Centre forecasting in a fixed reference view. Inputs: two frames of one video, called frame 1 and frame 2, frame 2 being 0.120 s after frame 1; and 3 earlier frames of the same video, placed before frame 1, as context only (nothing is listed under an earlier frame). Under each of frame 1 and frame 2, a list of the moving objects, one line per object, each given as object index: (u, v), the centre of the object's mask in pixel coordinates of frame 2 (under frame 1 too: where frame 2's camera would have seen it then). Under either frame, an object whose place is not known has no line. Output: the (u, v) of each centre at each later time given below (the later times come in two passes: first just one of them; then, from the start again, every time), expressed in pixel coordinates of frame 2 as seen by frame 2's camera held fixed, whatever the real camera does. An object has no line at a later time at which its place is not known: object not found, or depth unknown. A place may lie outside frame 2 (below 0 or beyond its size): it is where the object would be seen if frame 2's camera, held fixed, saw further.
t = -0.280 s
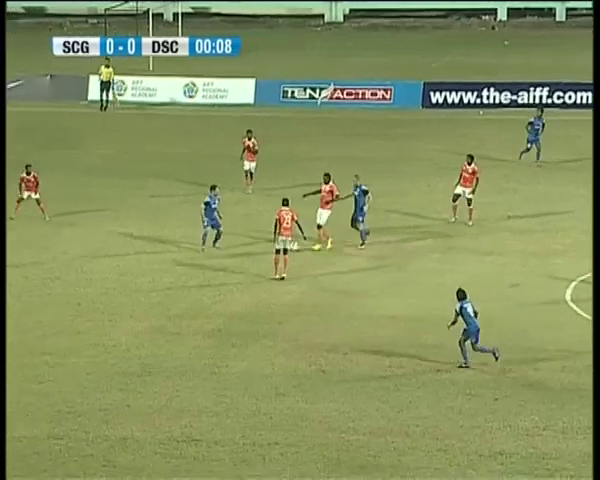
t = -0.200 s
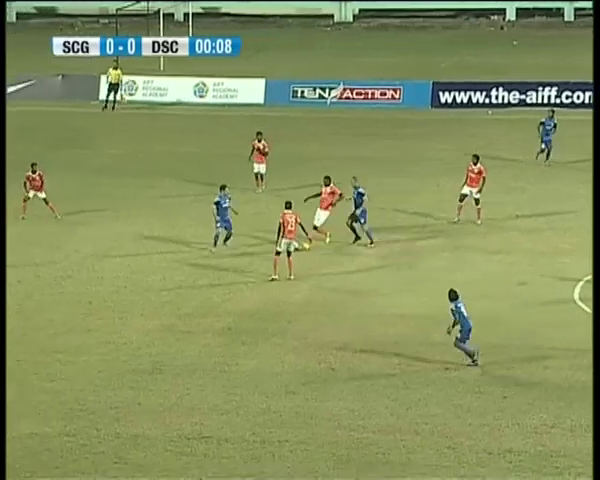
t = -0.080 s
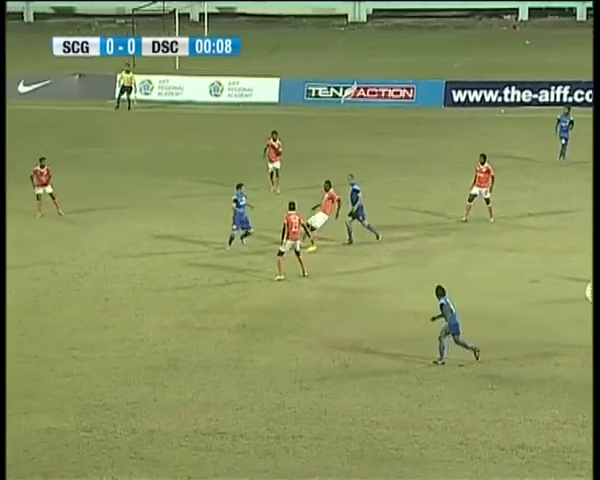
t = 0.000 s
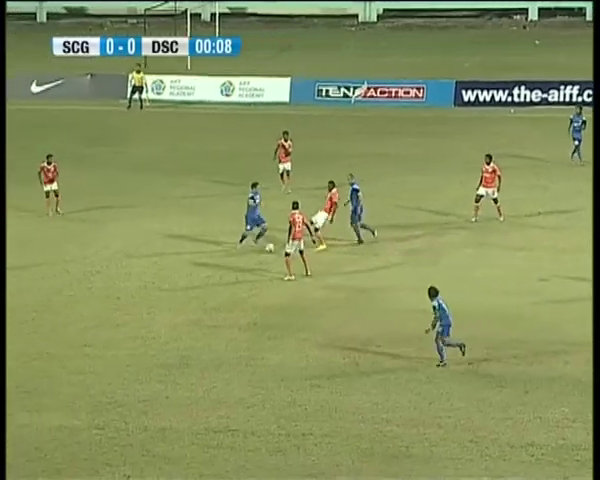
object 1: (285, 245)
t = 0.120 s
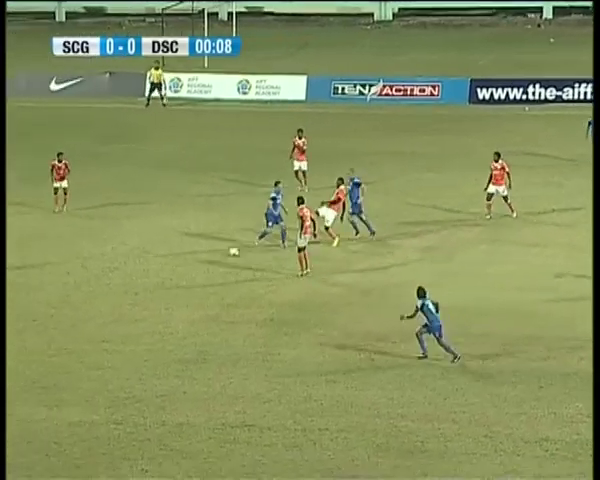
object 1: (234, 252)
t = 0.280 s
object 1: (171, 259)
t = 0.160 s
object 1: (217, 253)
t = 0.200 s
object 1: (201, 254)
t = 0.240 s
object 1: (185, 257)
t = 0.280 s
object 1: (171, 259)
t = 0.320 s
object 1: (157, 261)
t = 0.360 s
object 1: (144, 262)
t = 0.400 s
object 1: (129, 265)
